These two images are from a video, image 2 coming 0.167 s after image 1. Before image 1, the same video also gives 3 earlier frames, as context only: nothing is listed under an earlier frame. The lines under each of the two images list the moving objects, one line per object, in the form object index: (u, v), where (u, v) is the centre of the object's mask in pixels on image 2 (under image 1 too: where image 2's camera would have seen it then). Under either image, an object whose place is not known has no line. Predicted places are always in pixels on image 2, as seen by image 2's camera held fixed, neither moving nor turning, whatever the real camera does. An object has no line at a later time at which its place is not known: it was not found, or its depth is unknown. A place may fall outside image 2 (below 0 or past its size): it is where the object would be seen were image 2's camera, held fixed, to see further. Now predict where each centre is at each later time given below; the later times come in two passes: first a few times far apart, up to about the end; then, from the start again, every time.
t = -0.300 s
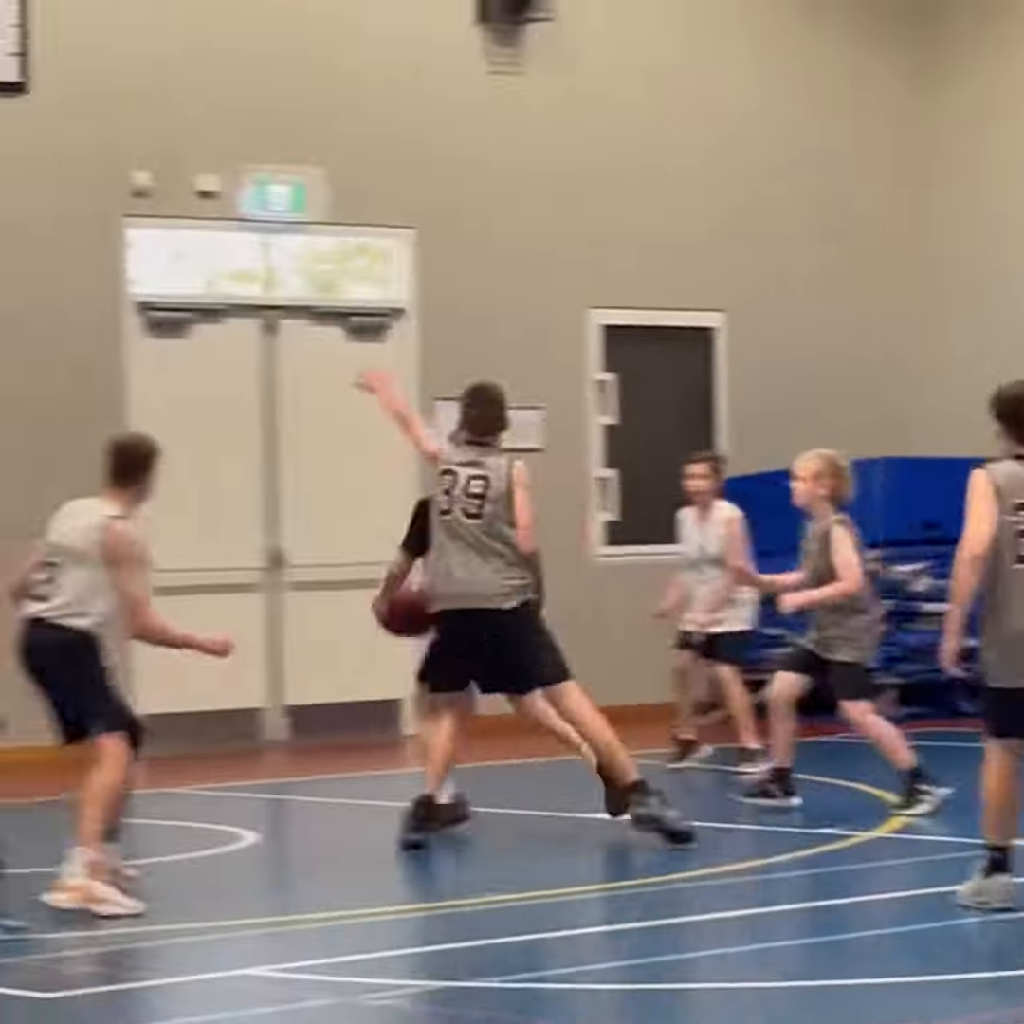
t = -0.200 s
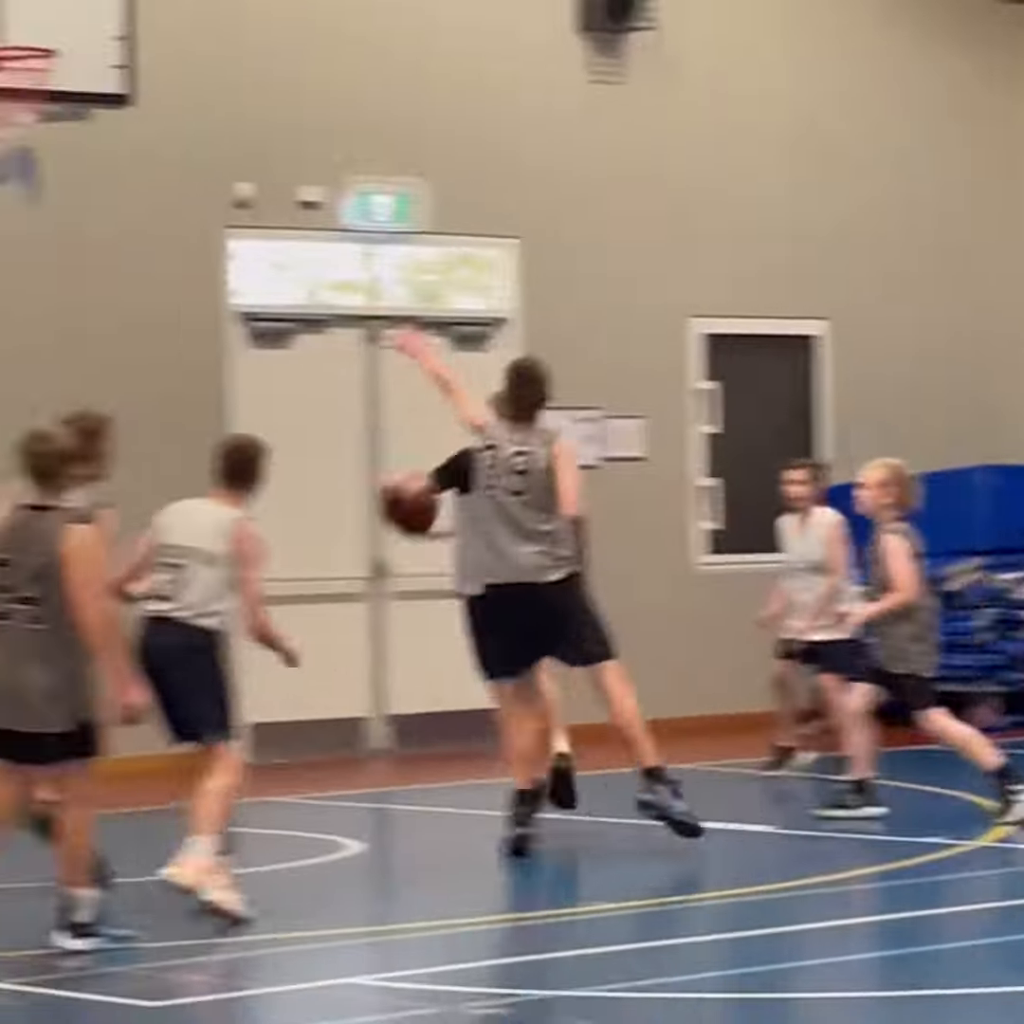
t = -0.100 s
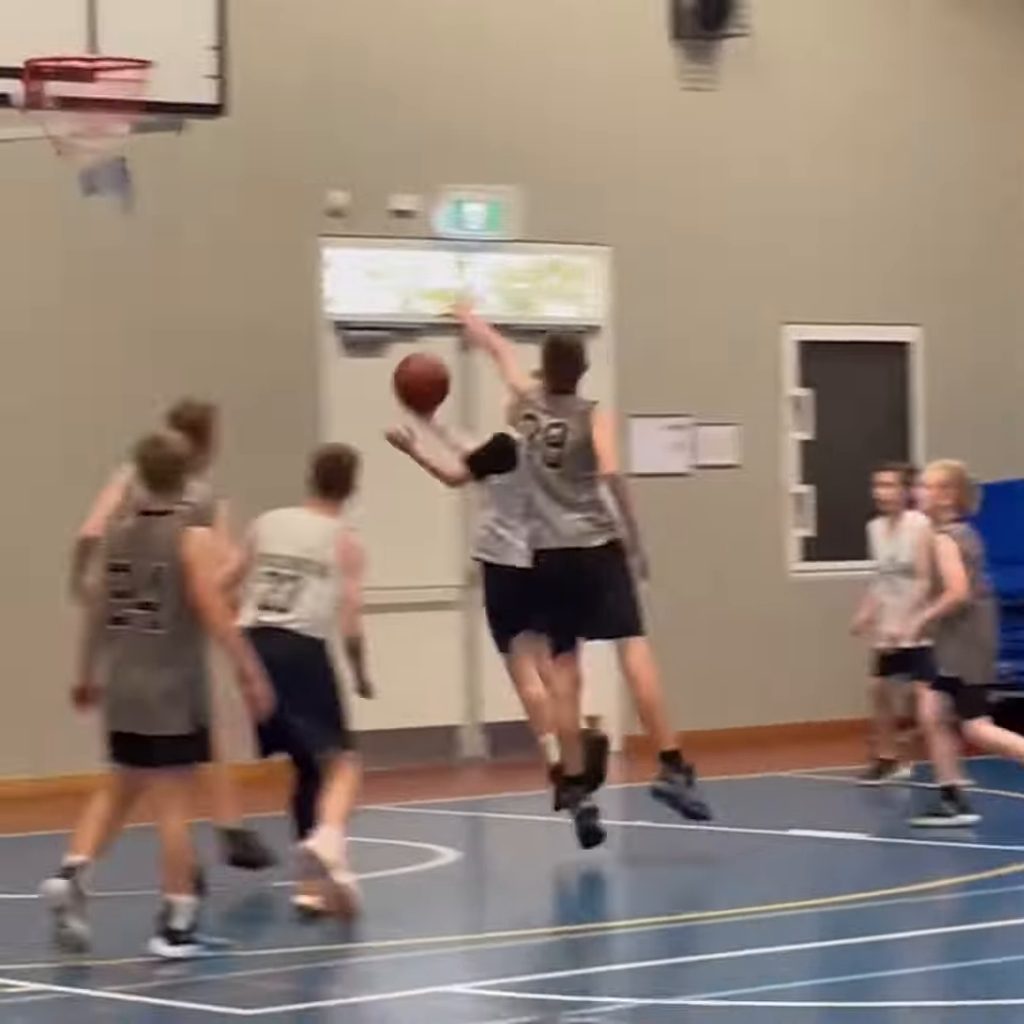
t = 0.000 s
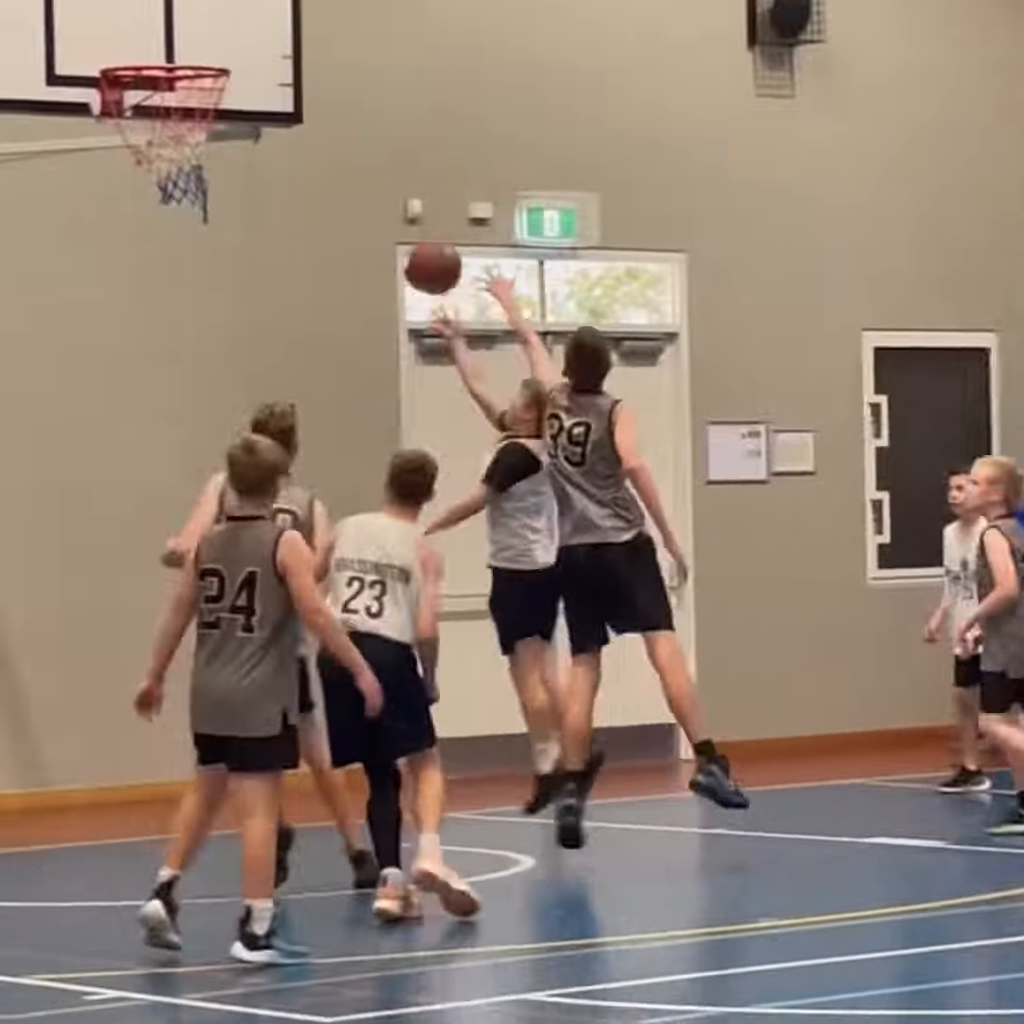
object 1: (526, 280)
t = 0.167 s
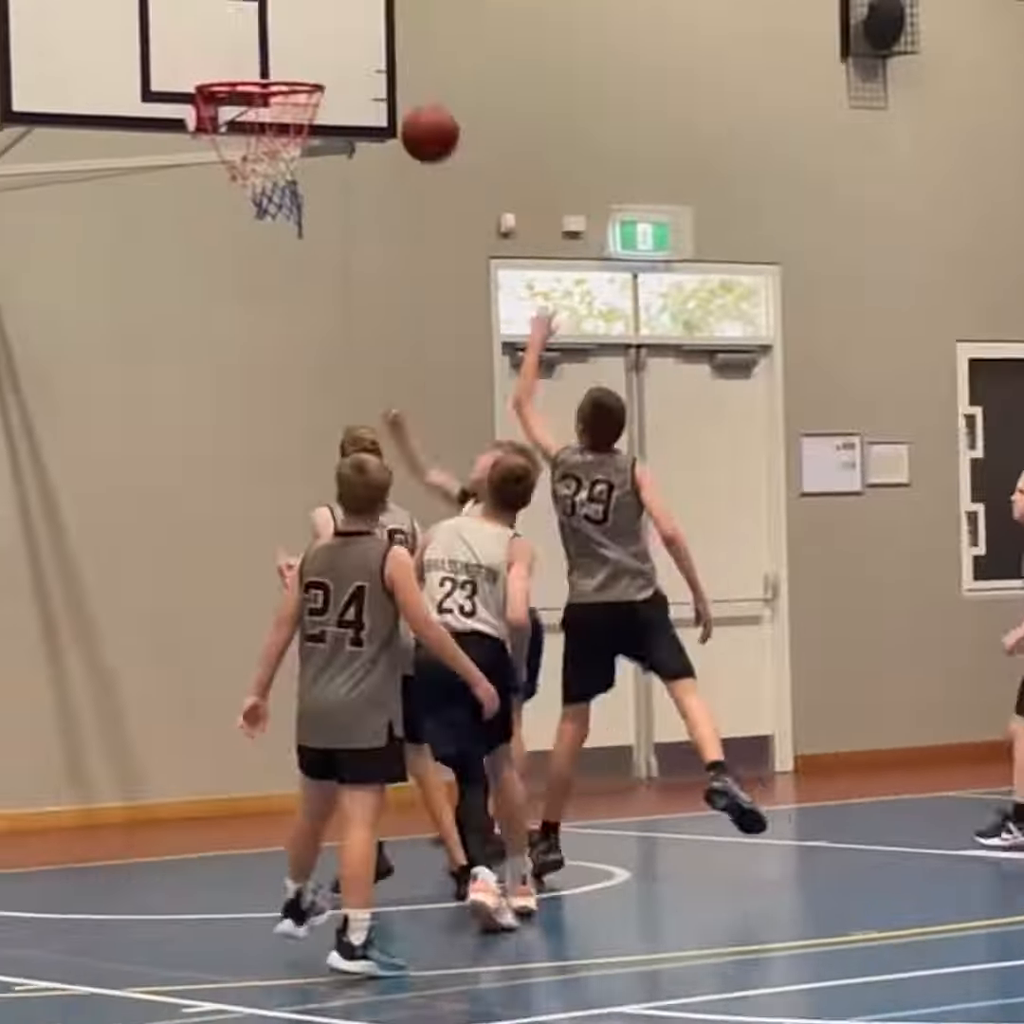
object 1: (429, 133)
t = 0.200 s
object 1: (411, 110)
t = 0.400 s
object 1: (298, 39)
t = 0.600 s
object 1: (259, 42)
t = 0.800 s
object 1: (234, 144)
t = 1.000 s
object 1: (209, 128)
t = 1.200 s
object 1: (232, 153)
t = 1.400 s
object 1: (265, 181)
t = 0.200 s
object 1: (411, 110)
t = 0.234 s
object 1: (392, 93)
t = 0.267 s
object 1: (373, 77)
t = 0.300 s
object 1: (354, 62)
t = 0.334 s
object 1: (335, 52)
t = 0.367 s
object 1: (317, 44)
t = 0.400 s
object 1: (298, 39)
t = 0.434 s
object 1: (281, 37)
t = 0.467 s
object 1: (277, 32)
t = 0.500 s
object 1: (273, 30)
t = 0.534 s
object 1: (268, 31)
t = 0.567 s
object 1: (264, 35)
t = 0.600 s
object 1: (259, 42)
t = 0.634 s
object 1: (255, 51)
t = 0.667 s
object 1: (251, 59)
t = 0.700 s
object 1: (247, 67)
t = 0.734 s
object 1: (243, 100)
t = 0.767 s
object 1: (236, 119)
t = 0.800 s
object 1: (234, 144)
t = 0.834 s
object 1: (228, 145)
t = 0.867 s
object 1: (218, 137)
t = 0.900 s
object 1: (211, 133)
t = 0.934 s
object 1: (208, 129)
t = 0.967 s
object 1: (209, 128)
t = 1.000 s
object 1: (209, 128)
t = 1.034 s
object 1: (210, 131)
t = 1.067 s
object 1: (212, 135)
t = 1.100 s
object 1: (217, 145)
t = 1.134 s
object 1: (220, 147)
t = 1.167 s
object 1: (227, 152)
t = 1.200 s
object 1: (232, 153)
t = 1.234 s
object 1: (238, 154)
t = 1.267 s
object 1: (242, 156)
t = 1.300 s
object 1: (248, 162)
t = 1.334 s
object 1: (254, 168)
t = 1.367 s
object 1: (260, 176)
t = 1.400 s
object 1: (265, 181)
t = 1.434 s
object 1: (272, 189)
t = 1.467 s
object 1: (278, 192)
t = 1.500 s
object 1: (283, 194)
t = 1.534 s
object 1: (286, 198)
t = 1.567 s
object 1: (288, 203)
